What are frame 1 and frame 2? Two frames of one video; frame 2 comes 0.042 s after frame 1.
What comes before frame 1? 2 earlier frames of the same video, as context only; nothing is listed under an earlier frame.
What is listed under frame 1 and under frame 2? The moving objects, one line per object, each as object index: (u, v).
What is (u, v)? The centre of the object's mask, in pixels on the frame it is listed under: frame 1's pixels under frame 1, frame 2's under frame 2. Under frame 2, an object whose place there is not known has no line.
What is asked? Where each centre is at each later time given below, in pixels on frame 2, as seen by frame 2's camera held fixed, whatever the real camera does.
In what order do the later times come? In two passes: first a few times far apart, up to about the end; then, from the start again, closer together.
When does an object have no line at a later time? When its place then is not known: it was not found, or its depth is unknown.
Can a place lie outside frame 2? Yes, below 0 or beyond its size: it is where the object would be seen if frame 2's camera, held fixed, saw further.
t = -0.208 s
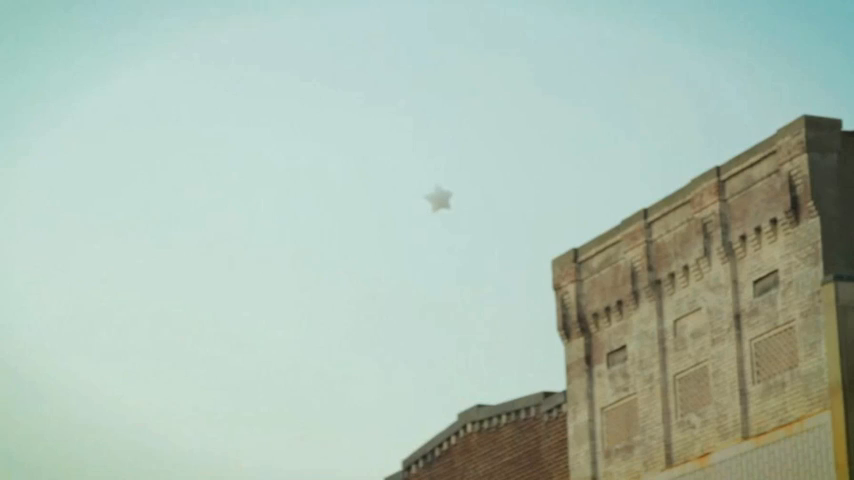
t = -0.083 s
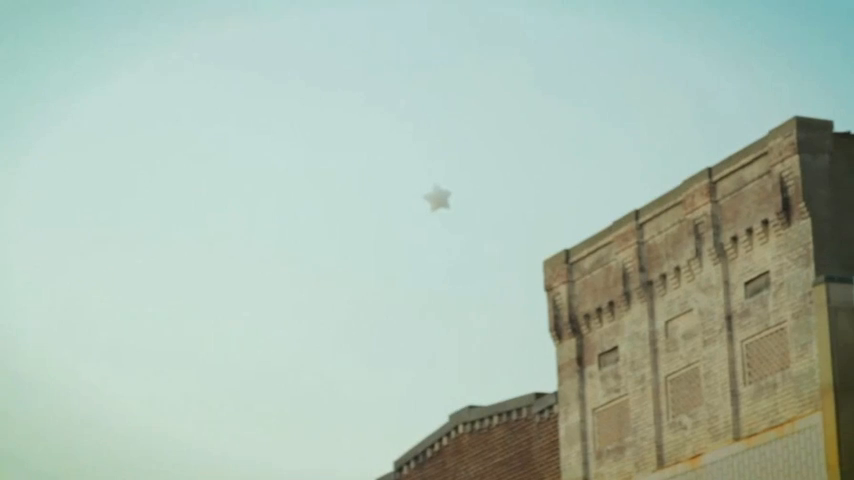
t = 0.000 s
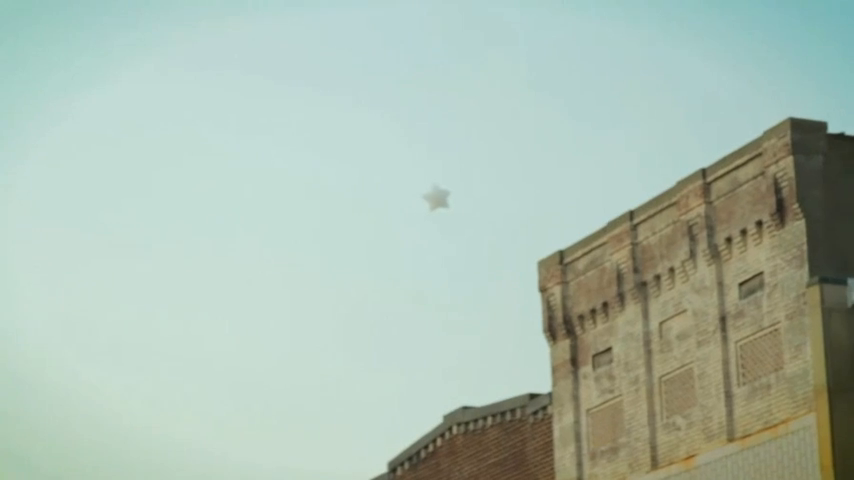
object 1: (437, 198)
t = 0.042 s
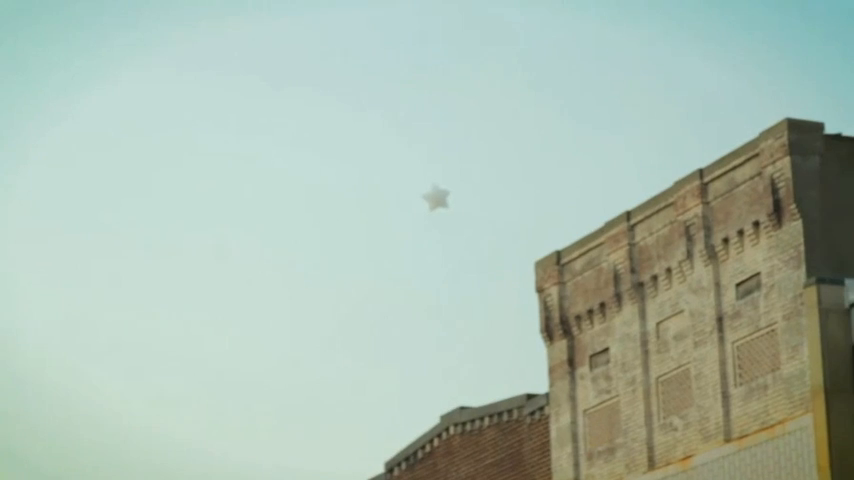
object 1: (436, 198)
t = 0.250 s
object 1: (447, 195)
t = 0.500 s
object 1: (462, 191)
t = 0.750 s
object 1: (475, 188)
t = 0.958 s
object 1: (487, 185)
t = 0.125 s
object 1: (441, 196)
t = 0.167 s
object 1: (443, 196)
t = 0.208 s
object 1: (445, 196)
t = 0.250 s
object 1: (447, 195)
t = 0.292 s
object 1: (450, 194)
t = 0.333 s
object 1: (452, 194)
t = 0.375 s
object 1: (455, 193)
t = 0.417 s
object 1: (457, 193)
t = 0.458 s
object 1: (460, 192)
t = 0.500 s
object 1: (462, 191)
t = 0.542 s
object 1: (464, 191)
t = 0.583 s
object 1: (466, 190)
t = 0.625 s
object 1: (468, 190)
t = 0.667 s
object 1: (471, 189)
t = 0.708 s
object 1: (473, 188)
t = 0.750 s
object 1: (475, 188)
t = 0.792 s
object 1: (478, 187)
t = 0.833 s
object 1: (480, 186)
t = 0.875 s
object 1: (483, 186)
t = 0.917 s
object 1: (485, 185)
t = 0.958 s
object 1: (487, 185)
